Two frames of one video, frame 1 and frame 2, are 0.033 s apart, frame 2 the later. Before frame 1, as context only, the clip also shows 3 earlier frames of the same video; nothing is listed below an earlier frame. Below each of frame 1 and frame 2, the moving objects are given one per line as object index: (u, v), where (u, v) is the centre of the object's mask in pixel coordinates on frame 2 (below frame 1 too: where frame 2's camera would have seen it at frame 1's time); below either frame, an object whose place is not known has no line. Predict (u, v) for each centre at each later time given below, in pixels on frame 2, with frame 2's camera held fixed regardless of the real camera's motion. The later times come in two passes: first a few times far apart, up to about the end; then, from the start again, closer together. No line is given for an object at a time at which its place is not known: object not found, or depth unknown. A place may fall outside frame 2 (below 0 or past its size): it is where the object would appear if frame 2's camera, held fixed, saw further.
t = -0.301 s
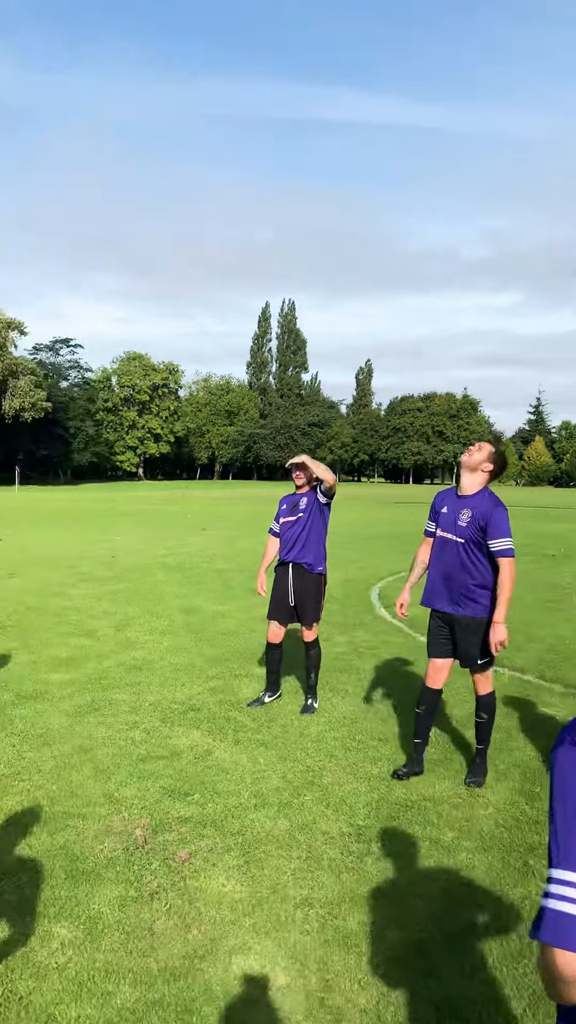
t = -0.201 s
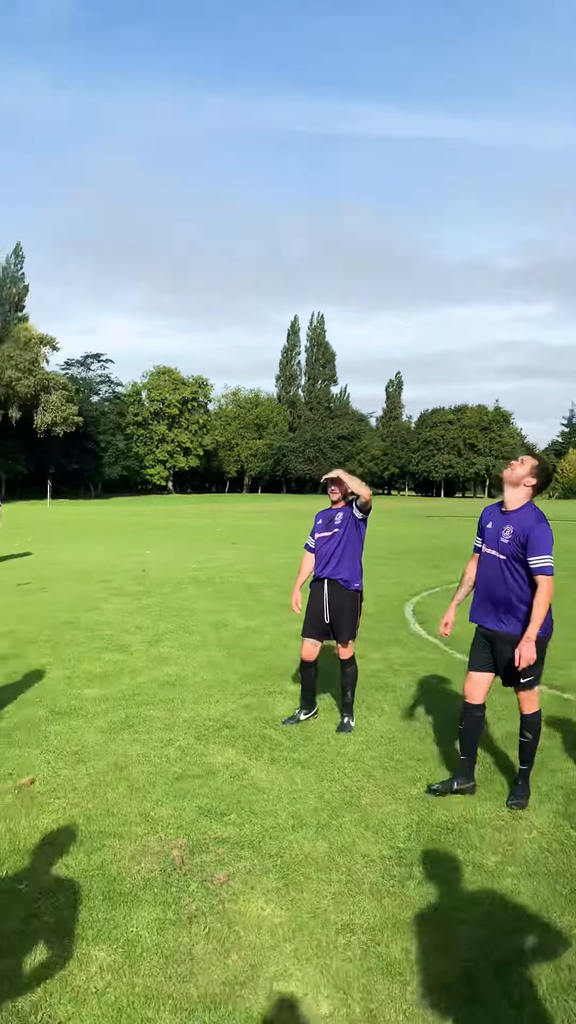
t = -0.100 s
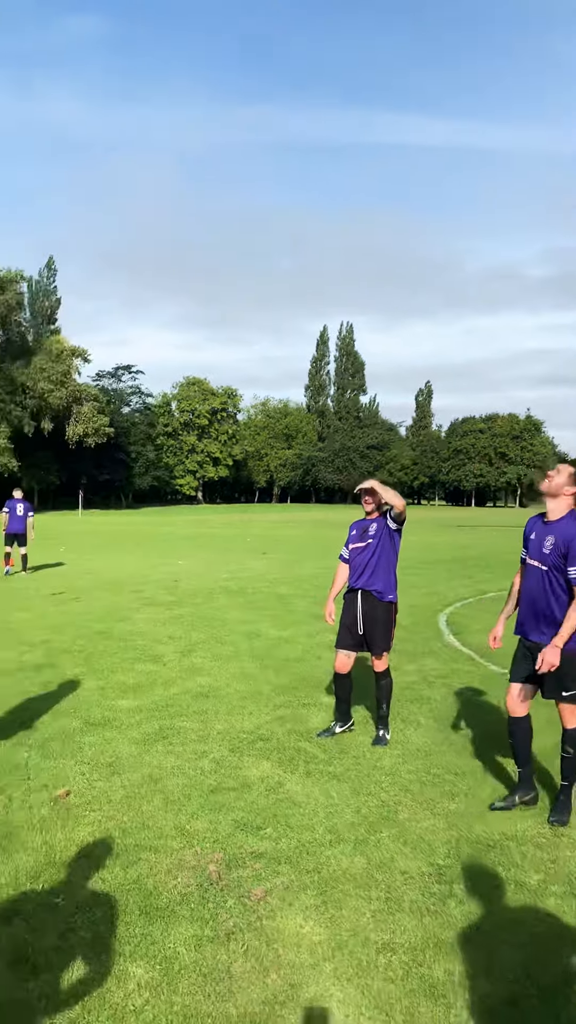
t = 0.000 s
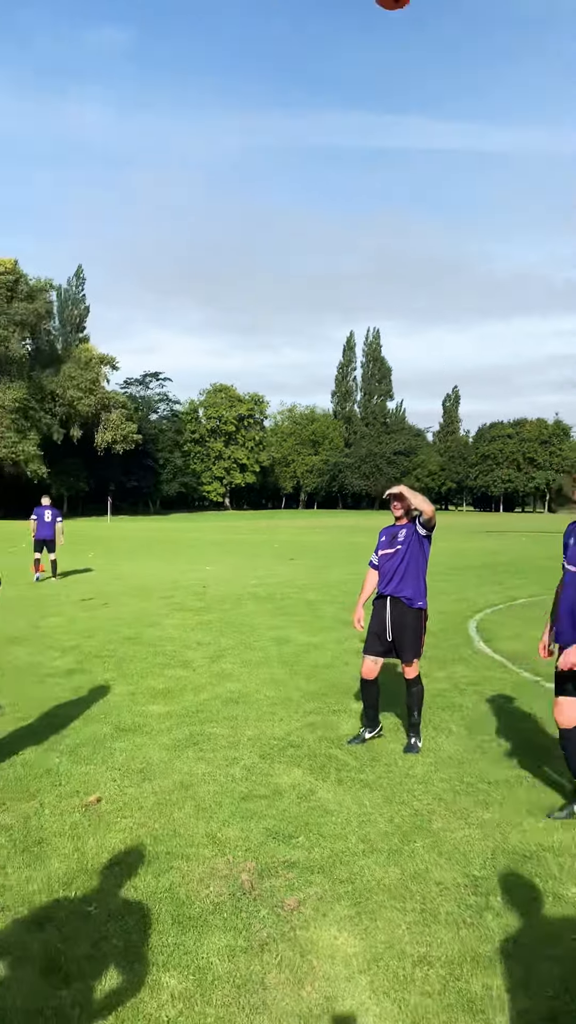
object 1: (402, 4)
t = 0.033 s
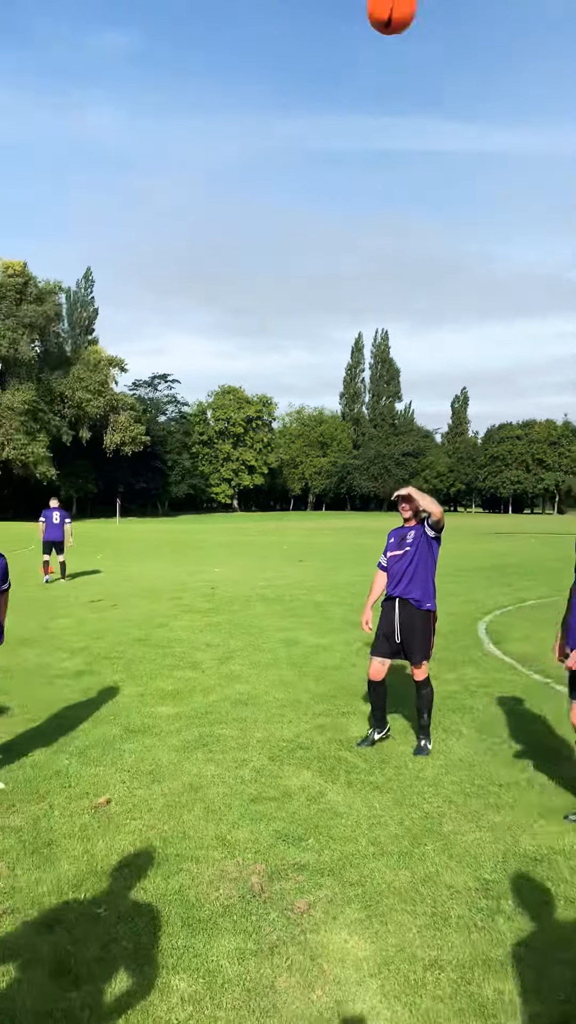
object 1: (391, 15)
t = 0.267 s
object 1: (316, 240)
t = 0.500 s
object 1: (246, 542)
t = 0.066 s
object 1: (380, 33)
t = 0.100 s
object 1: (369, 62)
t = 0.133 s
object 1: (358, 95)
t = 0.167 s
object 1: (347, 129)
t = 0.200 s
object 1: (337, 165)
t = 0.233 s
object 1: (326, 202)
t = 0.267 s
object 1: (316, 240)
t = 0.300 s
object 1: (305, 279)
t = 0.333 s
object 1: (295, 320)
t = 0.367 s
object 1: (285, 362)
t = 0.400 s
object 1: (275, 405)
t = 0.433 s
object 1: (266, 450)
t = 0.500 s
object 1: (246, 542)
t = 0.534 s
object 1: (237, 590)
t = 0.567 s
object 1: (229, 639)
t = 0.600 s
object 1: (220, 690)
